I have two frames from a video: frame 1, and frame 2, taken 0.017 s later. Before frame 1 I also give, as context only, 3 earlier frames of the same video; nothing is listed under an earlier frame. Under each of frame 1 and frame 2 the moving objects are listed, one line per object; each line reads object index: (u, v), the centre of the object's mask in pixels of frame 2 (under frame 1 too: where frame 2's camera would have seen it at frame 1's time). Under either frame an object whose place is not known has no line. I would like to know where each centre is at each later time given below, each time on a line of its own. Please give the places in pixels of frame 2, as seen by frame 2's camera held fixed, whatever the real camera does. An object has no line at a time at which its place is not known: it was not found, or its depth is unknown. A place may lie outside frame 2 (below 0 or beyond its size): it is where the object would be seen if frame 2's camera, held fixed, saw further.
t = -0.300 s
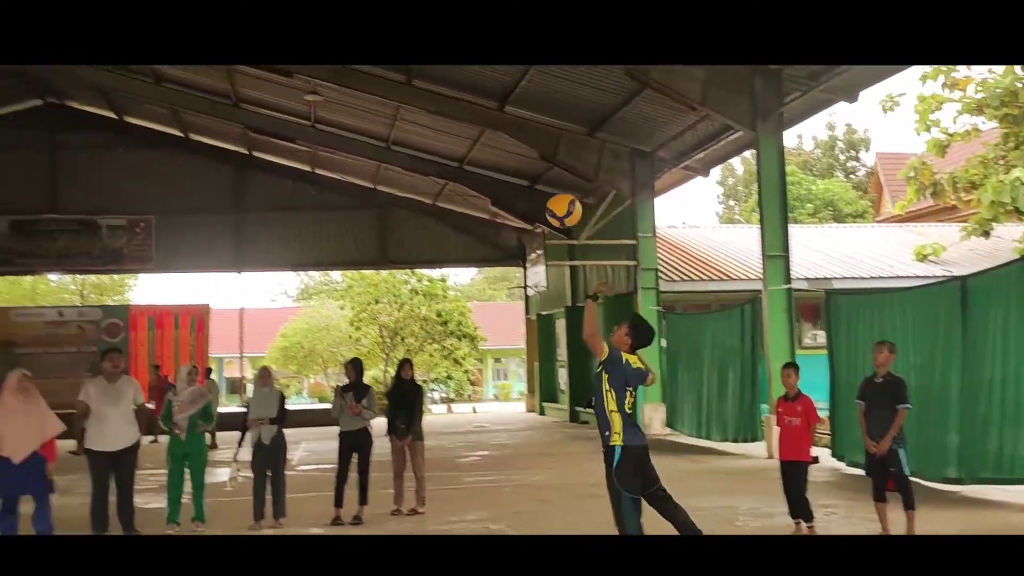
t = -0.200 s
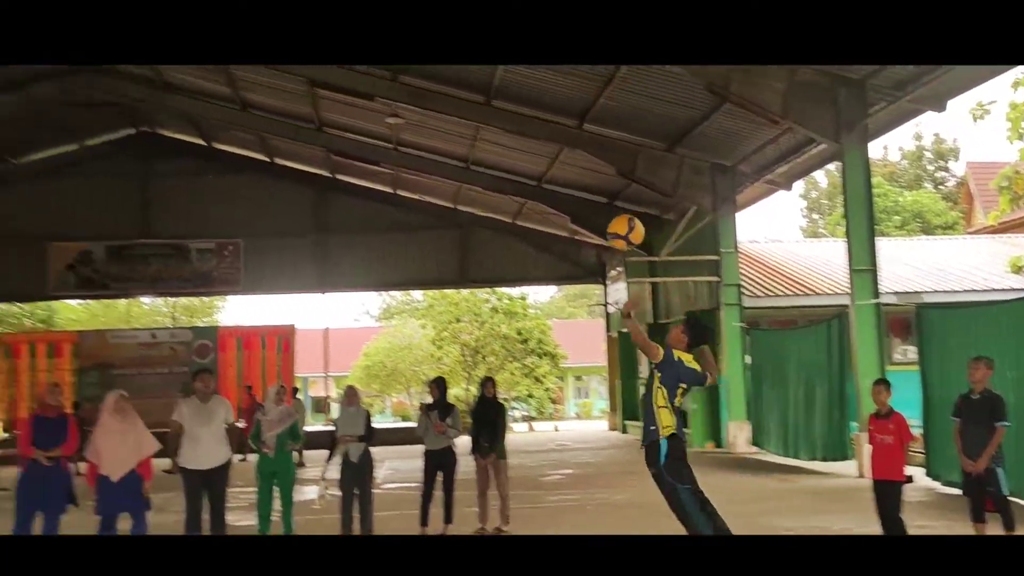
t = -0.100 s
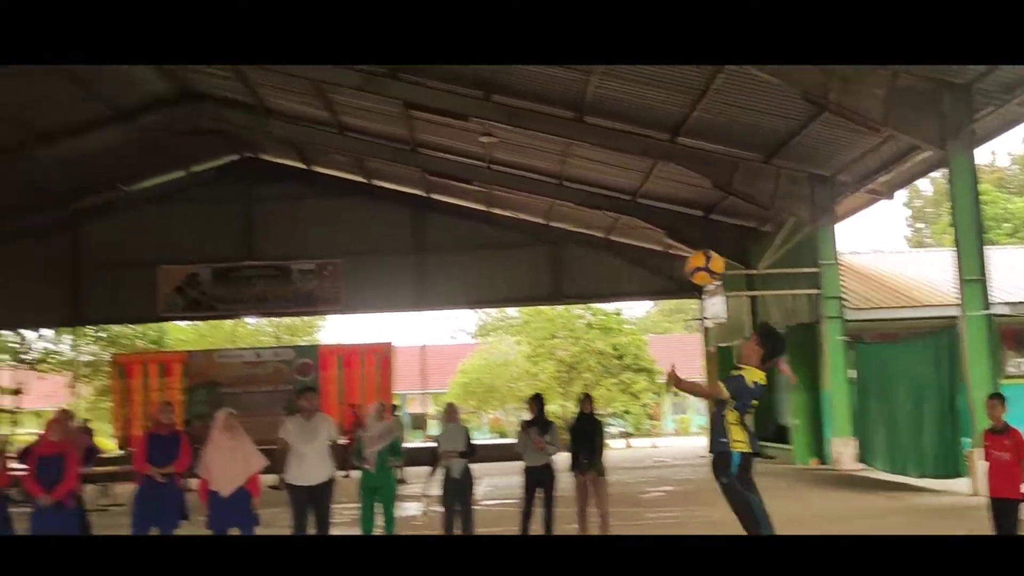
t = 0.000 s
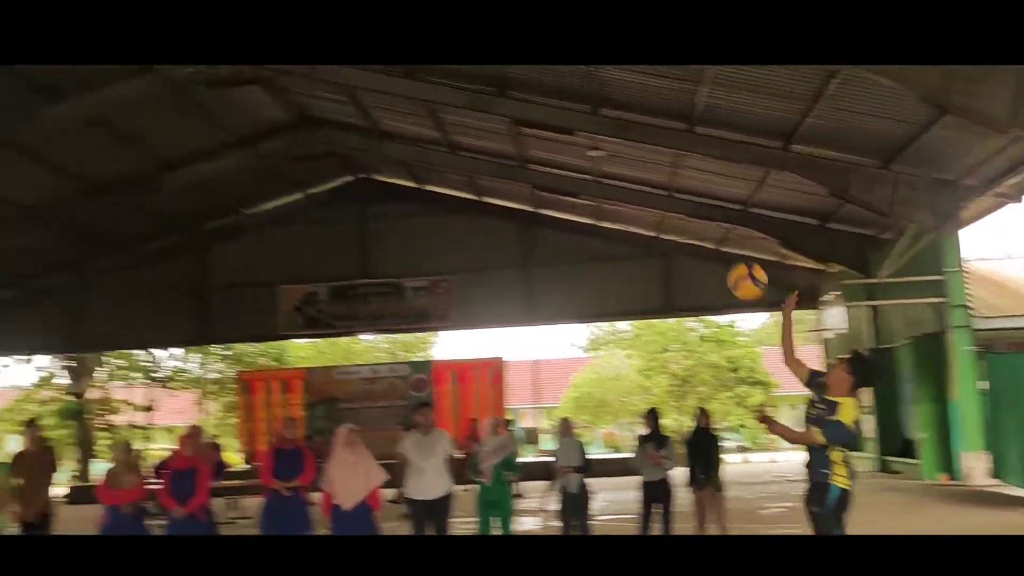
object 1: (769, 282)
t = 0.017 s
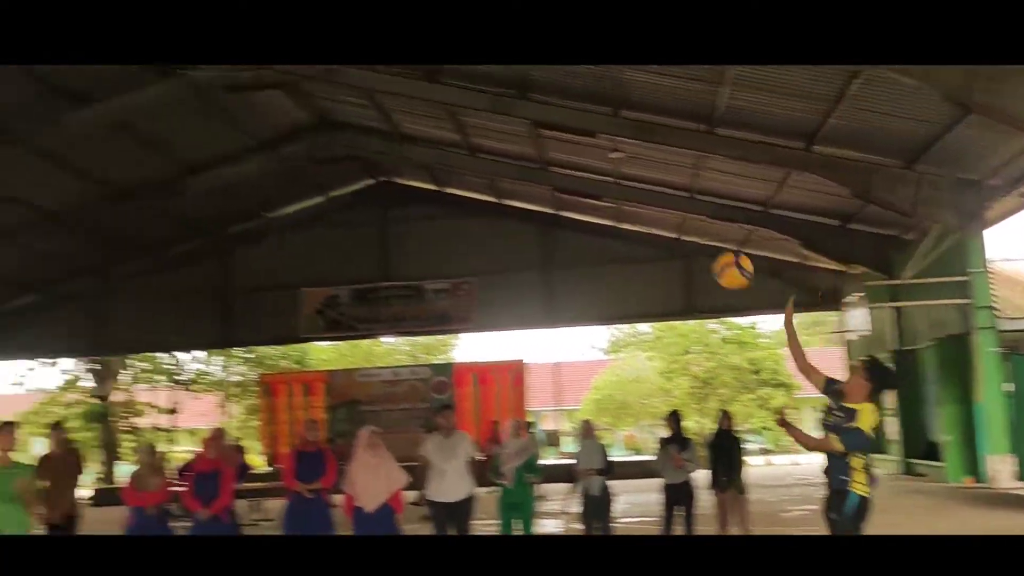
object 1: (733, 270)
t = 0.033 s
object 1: (697, 258)
